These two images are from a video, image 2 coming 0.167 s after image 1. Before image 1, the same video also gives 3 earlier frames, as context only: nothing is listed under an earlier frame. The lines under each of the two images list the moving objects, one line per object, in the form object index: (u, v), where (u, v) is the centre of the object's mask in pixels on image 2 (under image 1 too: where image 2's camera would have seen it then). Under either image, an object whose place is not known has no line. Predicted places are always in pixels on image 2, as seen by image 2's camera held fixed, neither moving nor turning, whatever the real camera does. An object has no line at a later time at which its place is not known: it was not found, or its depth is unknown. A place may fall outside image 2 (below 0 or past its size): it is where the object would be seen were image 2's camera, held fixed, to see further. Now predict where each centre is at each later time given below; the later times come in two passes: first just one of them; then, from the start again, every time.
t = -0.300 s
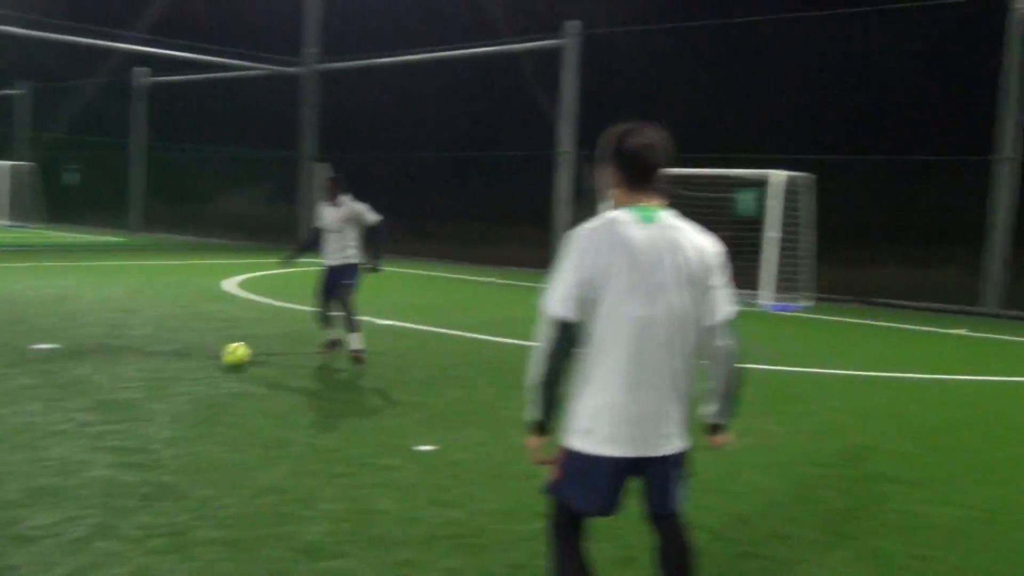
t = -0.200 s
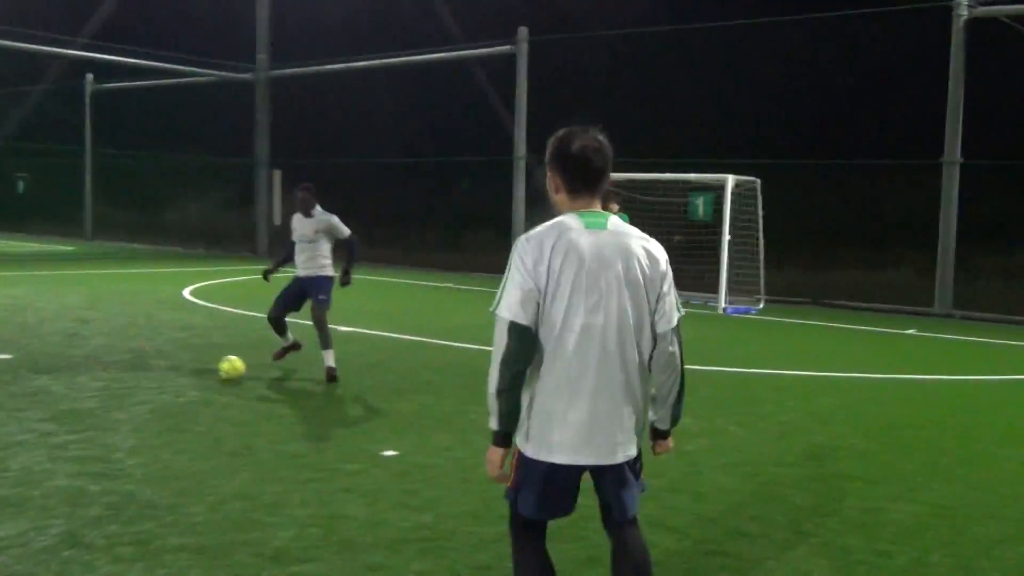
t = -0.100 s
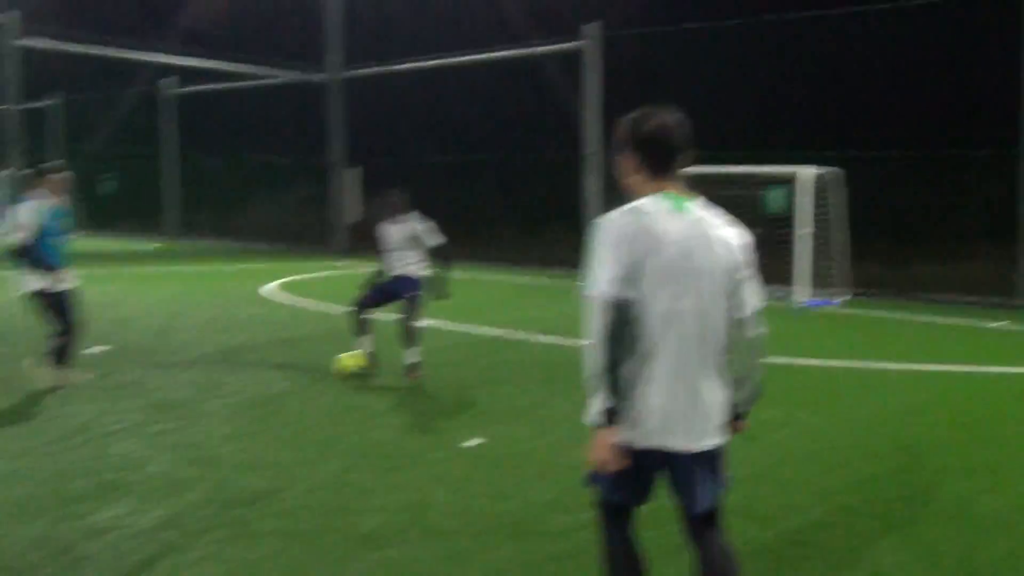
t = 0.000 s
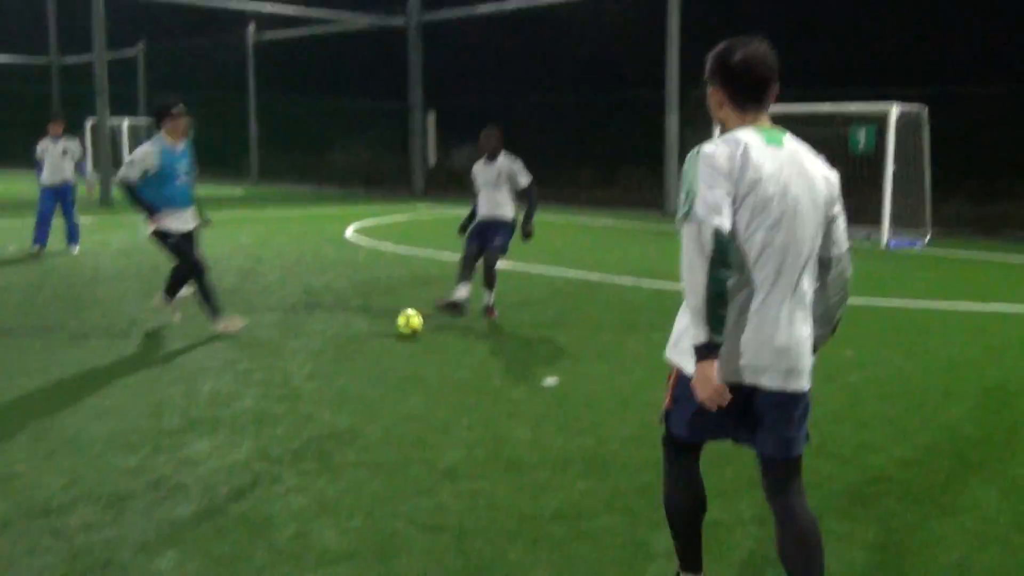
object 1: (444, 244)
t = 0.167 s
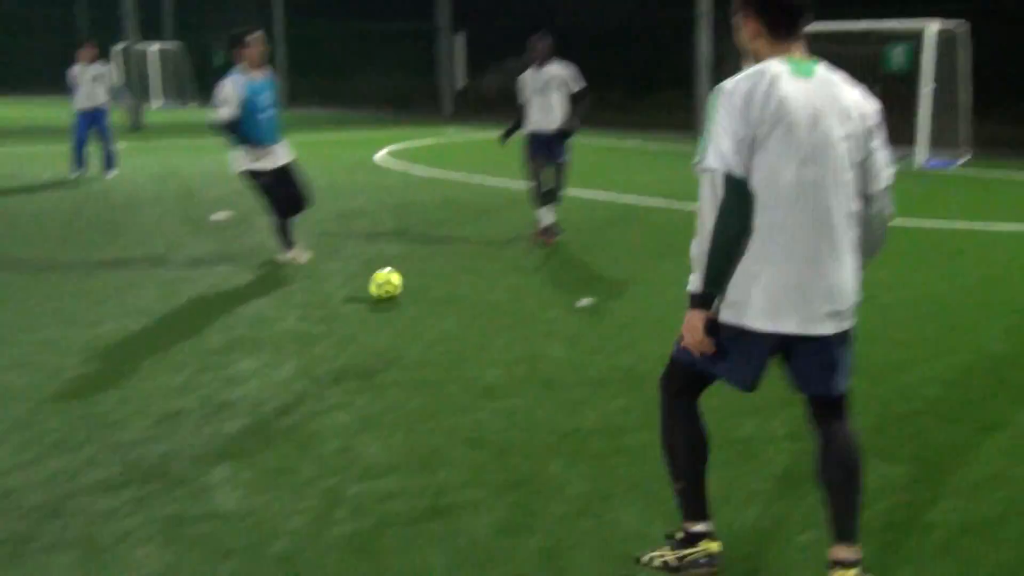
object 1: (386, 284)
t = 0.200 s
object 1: (371, 293)
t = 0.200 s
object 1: (371, 293)
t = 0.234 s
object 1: (357, 304)
